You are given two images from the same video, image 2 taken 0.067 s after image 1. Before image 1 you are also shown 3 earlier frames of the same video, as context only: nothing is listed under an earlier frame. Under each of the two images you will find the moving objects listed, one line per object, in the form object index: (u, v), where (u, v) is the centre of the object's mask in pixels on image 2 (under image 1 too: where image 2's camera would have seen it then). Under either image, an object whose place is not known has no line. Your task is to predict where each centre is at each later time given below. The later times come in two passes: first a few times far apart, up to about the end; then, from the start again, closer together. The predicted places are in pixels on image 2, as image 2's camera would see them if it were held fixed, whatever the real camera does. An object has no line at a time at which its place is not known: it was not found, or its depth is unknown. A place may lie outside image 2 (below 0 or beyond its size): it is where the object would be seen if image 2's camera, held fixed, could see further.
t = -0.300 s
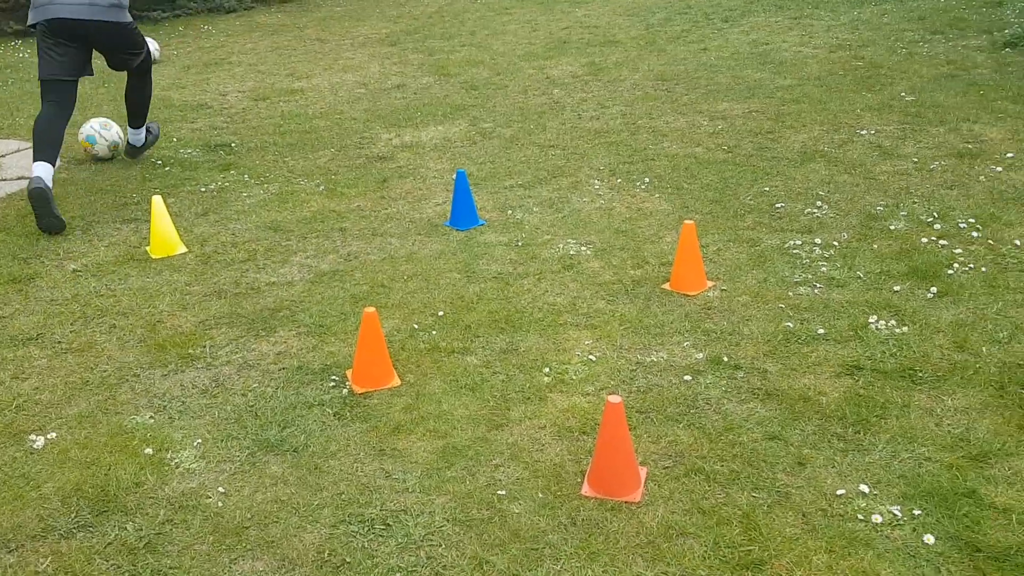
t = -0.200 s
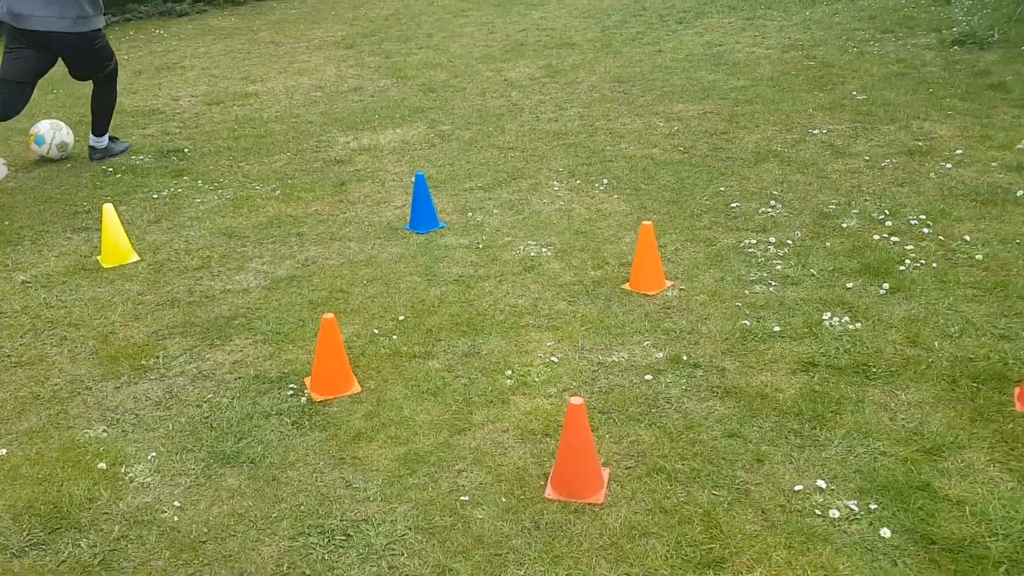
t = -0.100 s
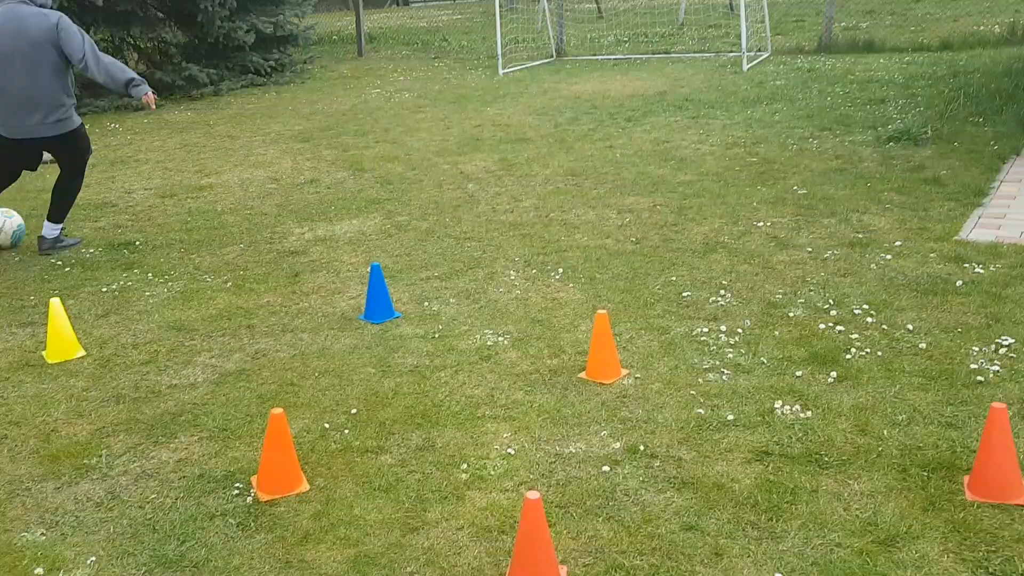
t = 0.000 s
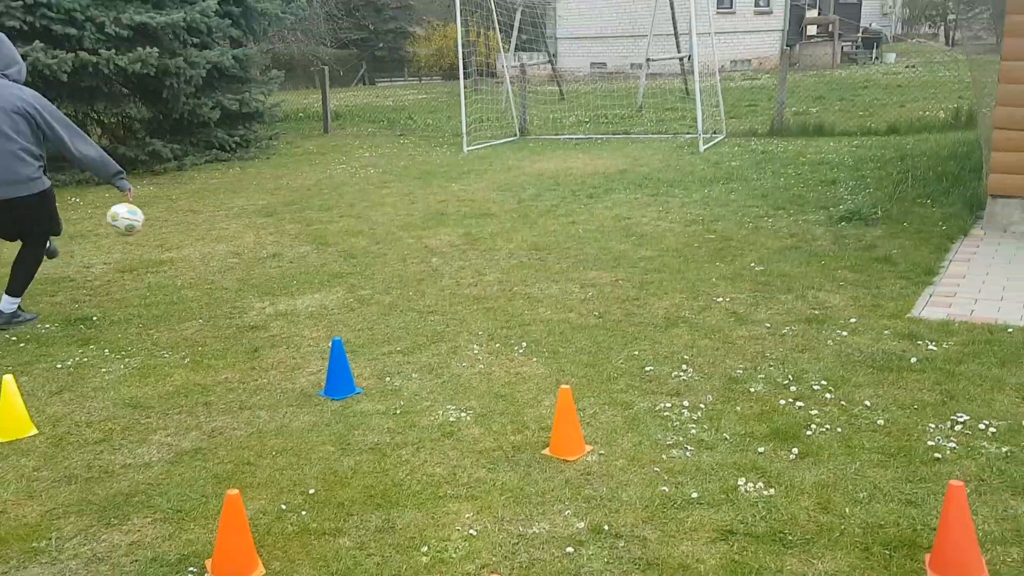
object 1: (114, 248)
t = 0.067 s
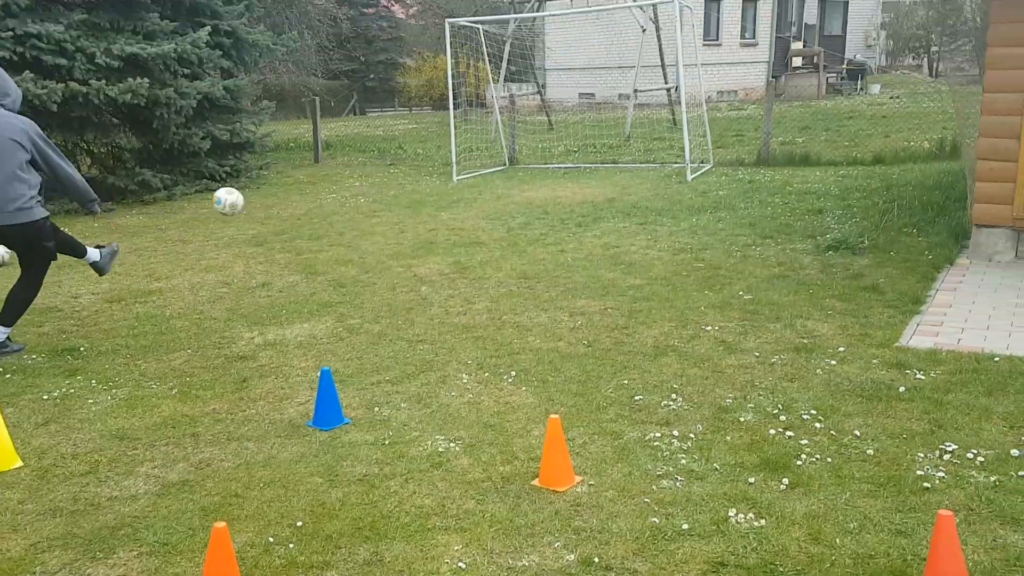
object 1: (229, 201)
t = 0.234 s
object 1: (413, 145)
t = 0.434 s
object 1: (543, 134)
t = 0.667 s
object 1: (553, 160)
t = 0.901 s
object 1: (520, 166)
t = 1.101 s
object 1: (490, 172)
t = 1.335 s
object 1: (452, 181)
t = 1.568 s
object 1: (409, 187)
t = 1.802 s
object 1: (365, 192)
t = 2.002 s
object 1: (324, 199)
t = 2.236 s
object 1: (272, 206)
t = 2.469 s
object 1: (219, 210)
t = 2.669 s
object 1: (170, 216)
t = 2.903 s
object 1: (112, 221)
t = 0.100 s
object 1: (275, 184)
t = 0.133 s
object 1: (315, 171)
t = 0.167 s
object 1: (351, 160)
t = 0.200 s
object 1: (384, 152)
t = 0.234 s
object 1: (413, 145)
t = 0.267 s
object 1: (439, 141)
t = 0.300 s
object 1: (462, 137)
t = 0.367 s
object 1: (506, 133)
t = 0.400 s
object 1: (525, 133)
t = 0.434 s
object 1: (543, 134)
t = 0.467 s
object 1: (560, 135)
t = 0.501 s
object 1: (573, 137)
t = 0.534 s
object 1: (571, 143)
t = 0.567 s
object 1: (567, 150)
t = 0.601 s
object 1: (562, 158)
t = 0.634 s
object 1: (557, 162)
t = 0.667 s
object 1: (553, 160)
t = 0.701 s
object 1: (548, 160)
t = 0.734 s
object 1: (544, 160)
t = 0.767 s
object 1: (540, 161)
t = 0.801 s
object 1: (534, 163)
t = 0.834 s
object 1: (530, 165)
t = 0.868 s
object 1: (525, 167)
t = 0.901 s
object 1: (520, 166)
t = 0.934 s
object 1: (515, 166)
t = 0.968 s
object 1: (511, 166)
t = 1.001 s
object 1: (505, 168)
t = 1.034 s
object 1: (500, 170)
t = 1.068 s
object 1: (495, 173)
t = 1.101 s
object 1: (490, 172)
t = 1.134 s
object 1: (485, 172)
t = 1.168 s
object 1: (480, 172)
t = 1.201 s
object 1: (474, 174)
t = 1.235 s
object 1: (468, 176)
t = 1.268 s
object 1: (463, 179)
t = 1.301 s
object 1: (458, 179)
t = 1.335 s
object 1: (452, 181)
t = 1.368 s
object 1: (446, 182)
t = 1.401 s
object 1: (441, 183)
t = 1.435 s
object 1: (434, 183)
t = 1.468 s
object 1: (428, 184)
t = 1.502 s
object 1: (422, 185)
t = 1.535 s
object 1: (416, 186)
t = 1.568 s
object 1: (409, 187)
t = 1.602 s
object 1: (403, 188)
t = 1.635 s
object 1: (397, 190)
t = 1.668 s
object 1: (391, 189)
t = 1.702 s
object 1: (384, 189)
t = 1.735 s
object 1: (378, 189)
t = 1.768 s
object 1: (371, 190)
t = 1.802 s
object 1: (365, 192)
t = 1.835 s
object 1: (359, 196)
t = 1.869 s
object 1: (352, 196)
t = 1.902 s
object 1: (345, 196)
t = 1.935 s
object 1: (338, 197)
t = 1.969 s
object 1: (331, 199)
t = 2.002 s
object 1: (324, 199)
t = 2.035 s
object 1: (316, 200)
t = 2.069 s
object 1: (309, 201)
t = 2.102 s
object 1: (302, 202)
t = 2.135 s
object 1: (295, 203)
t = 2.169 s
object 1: (287, 204)
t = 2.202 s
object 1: (280, 204)
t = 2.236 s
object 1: (272, 206)
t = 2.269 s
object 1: (265, 206)
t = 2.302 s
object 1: (256, 207)
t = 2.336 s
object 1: (249, 208)
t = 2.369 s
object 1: (242, 209)
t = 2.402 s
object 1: (234, 209)
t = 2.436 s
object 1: (227, 210)
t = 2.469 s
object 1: (219, 210)
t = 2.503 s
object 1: (211, 212)
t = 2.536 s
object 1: (203, 212)
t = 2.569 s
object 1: (195, 214)
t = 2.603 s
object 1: (187, 215)
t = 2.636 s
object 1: (178, 215)
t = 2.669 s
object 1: (170, 216)
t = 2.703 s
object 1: (163, 217)
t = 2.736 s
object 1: (154, 218)
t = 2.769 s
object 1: (146, 218)
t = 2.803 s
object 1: (138, 219)
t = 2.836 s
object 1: (129, 220)
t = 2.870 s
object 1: (121, 221)
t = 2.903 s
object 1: (112, 221)
